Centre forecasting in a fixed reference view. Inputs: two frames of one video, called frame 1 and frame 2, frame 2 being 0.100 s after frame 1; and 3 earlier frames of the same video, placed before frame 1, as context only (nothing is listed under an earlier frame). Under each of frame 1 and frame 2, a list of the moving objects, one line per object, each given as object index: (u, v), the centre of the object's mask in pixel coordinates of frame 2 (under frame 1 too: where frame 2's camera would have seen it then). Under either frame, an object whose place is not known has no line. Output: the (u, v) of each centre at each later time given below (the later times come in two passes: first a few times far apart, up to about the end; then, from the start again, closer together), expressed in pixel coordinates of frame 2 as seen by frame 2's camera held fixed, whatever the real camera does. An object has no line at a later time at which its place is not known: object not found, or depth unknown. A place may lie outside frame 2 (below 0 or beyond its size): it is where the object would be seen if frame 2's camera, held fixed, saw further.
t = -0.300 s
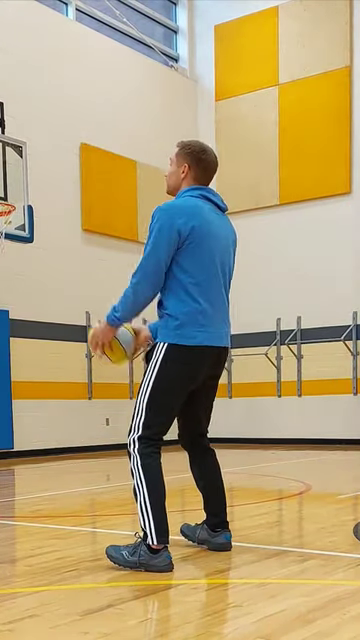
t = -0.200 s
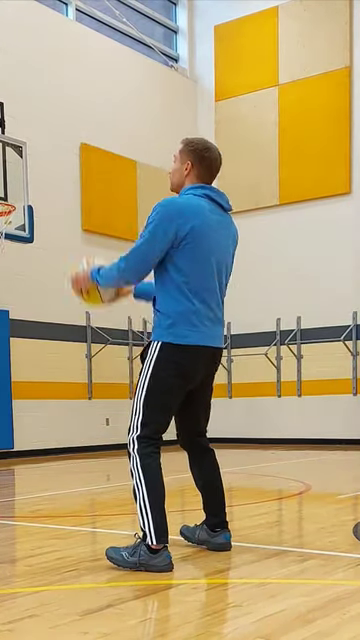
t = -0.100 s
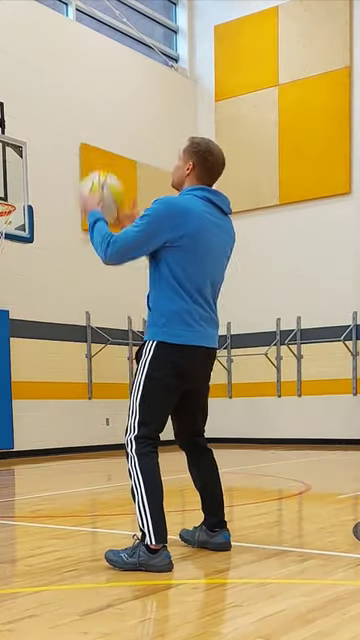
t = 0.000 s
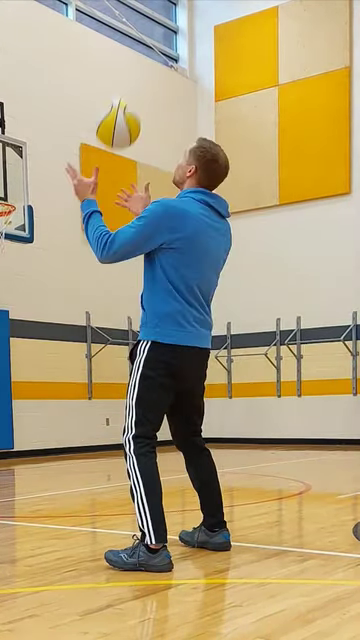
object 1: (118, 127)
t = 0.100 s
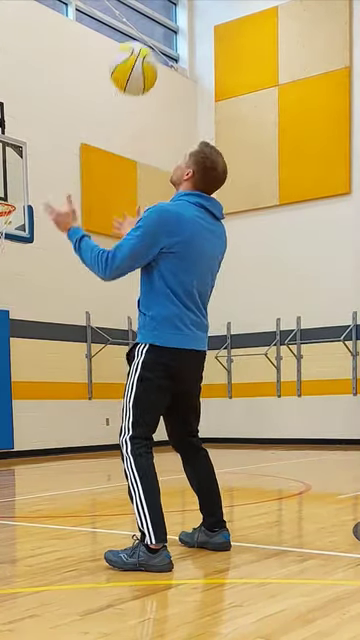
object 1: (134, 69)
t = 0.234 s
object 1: (157, 29)
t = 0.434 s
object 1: (195, 44)
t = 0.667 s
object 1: (244, 179)
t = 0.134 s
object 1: (140, 55)
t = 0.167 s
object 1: (145, 44)
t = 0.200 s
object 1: (151, 35)
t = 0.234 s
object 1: (157, 29)
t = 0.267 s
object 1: (163, 26)
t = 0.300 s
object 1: (169, 25)
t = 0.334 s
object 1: (176, 26)
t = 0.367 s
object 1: (182, 28)
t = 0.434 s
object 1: (195, 44)
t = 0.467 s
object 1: (202, 55)
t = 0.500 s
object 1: (209, 69)
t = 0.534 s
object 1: (217, 87)
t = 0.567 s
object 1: (223, 105)
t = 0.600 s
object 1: (230, 127)
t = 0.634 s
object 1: (237, 152)
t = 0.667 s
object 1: (244, 179)
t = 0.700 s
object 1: (251, 209)
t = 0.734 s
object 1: (258, 242)
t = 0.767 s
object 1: (264, 279)
